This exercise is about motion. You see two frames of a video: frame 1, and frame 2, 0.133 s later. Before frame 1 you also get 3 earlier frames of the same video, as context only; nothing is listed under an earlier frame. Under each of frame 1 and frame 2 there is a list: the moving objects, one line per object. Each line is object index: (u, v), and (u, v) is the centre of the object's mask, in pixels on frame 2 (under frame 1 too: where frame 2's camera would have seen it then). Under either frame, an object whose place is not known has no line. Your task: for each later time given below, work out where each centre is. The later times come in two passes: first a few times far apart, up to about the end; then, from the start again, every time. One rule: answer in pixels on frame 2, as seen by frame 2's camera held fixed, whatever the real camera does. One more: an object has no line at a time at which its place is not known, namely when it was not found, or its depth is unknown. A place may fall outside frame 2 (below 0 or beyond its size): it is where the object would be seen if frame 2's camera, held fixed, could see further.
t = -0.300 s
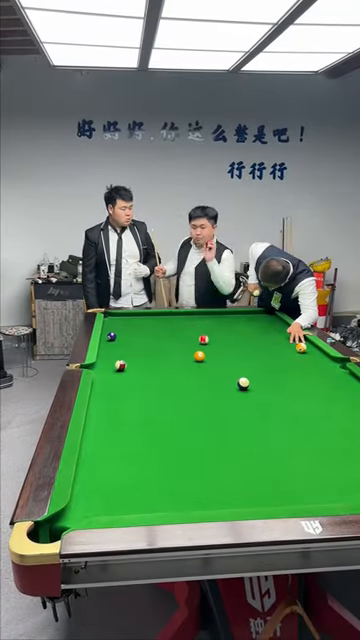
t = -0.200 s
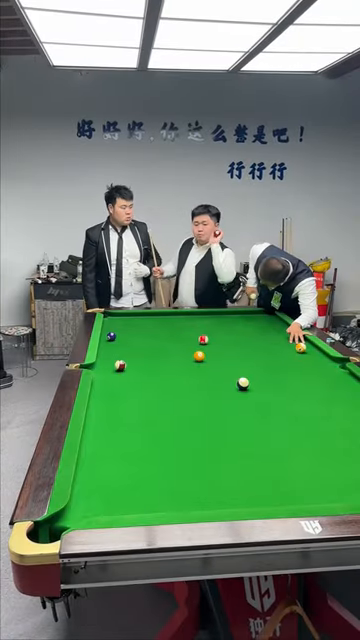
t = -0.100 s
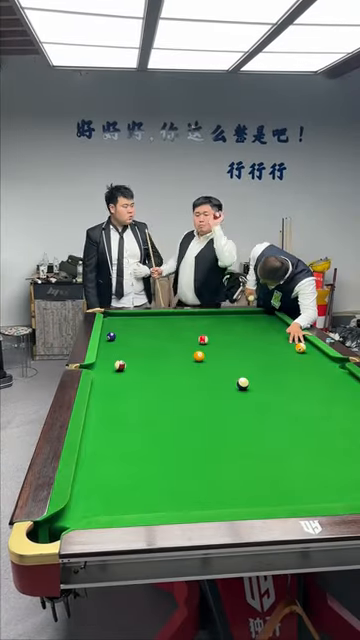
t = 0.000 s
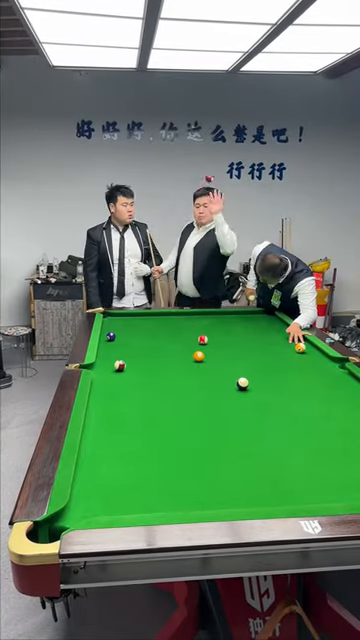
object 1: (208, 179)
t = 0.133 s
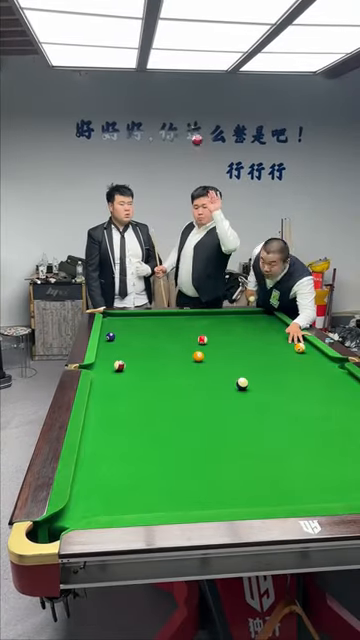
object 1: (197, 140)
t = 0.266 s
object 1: (180, 130)
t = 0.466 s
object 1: (141, 205)
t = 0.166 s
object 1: (193, 134)
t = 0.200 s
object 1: (189, 131)
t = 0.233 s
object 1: (185, 129)
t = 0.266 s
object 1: (180, 130)
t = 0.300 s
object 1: (175, 133)
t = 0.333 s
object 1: (169, 140)
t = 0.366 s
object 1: (163, 150)
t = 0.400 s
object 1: (156, 164)
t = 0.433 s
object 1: (149, 182)
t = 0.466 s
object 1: (141, 205)
